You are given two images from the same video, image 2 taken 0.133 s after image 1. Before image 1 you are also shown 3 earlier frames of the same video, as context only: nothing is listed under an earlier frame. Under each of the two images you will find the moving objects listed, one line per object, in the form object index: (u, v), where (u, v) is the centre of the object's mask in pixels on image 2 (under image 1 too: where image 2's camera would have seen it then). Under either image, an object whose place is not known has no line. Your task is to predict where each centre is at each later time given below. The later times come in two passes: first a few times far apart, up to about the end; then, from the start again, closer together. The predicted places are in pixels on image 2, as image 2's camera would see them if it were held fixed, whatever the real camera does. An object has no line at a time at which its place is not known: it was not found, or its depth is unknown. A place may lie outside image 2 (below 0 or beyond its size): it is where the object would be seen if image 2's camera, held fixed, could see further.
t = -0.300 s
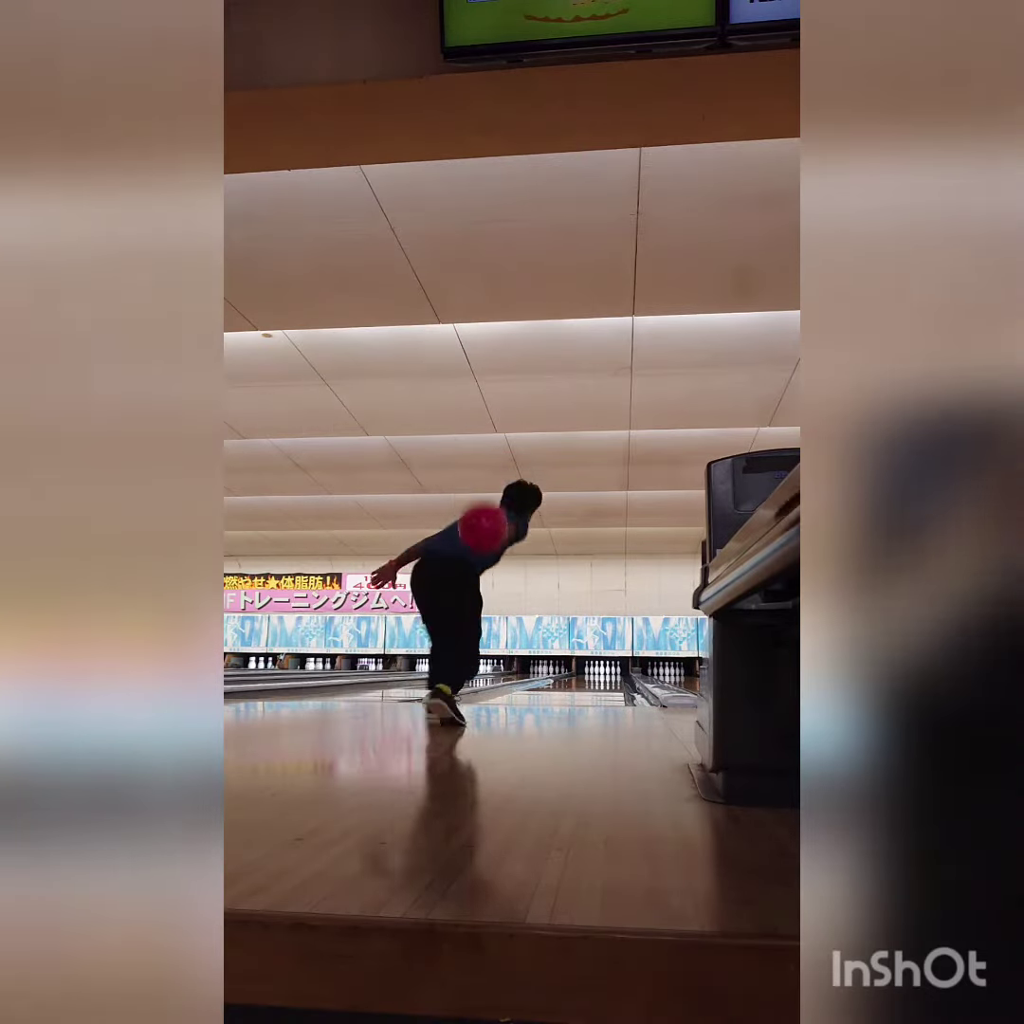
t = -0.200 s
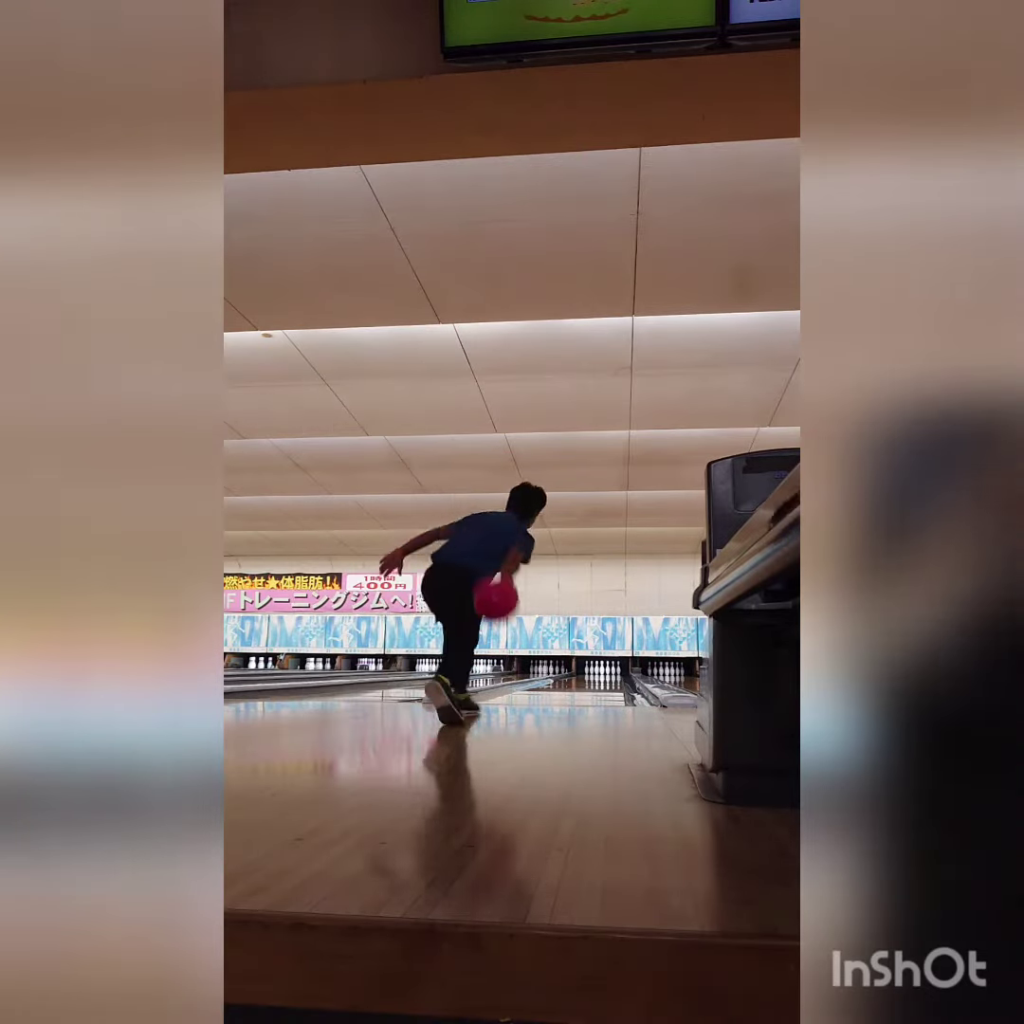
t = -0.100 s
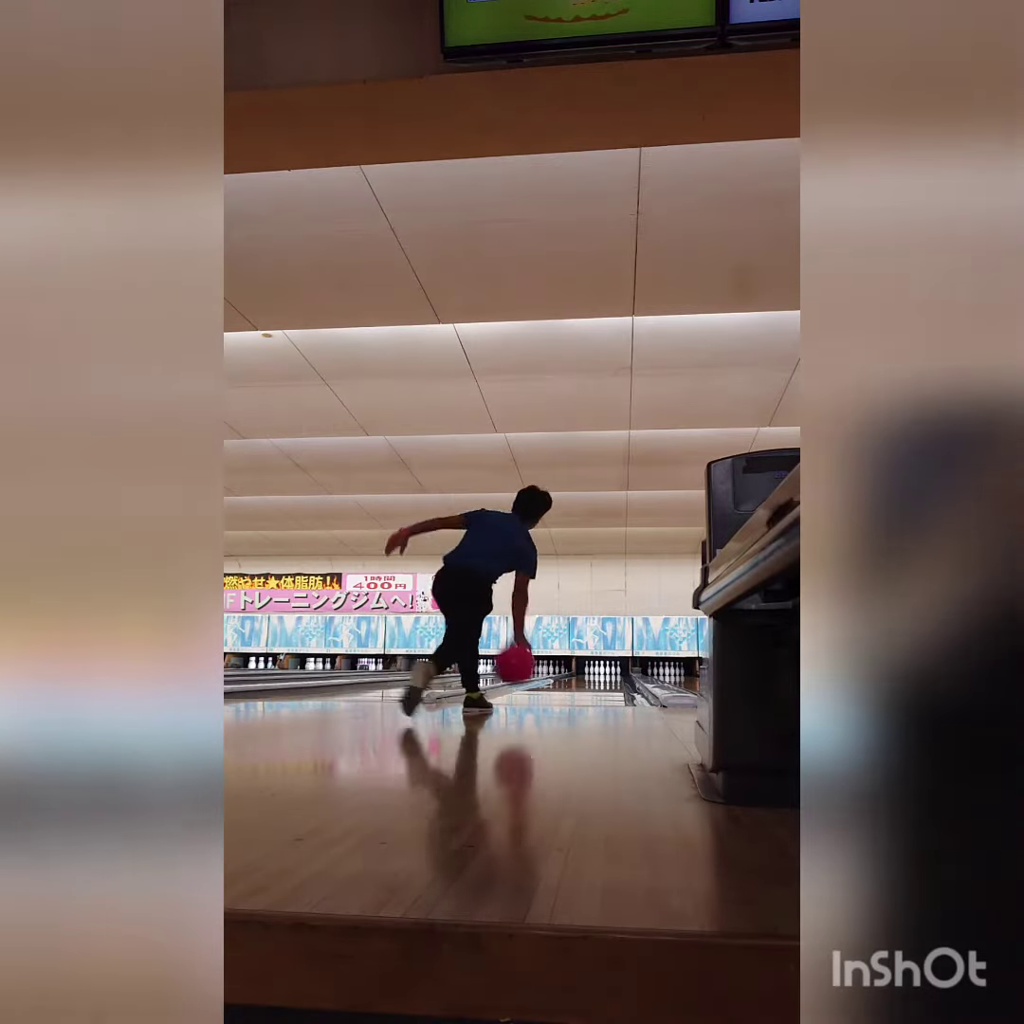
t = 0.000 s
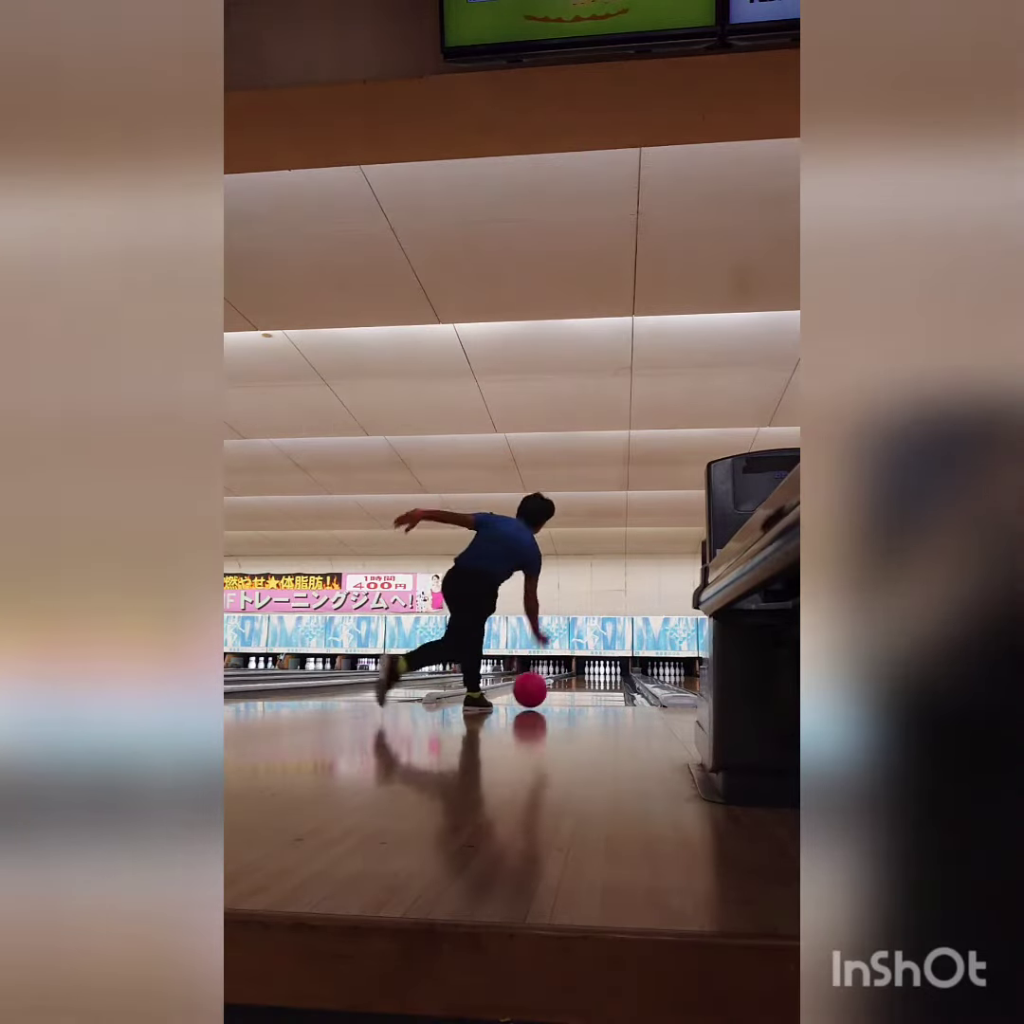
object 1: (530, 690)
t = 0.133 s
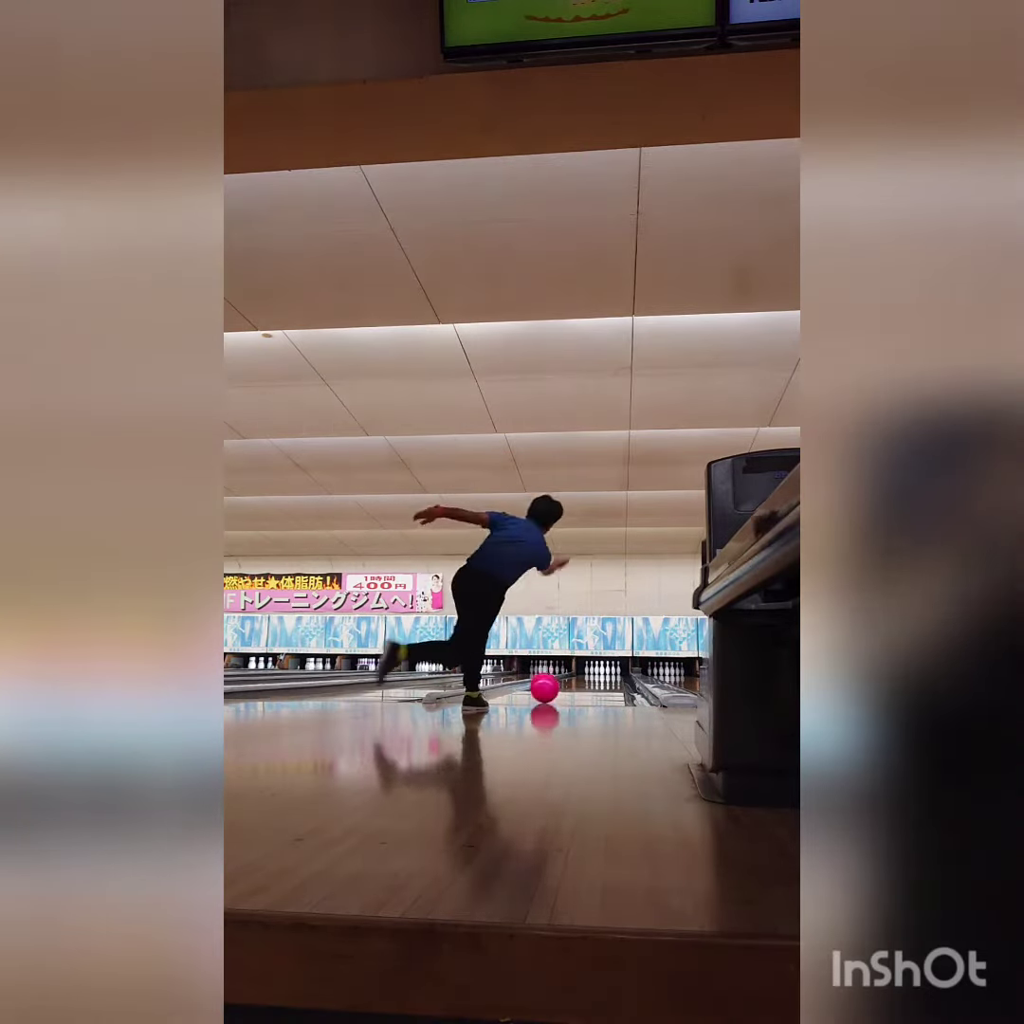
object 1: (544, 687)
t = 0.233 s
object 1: (552, 685)
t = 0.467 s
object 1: (562, 682)
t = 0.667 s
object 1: (574, 679)
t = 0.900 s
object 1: (581, 678)
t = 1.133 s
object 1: (587, 673)
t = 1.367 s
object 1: (589, 675)
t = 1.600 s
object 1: (592, 674)
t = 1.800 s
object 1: (593, 674)
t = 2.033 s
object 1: (595, 674)
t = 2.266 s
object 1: (597, 673)
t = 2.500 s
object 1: (598, 672)
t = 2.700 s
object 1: (597, 671)
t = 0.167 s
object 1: (547, 687)
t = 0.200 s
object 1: (550, 686)
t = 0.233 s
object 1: (552, 685)
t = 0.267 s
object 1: (555, 685)
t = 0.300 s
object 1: (557, 684)
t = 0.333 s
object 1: (559, 683)
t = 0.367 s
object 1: (561, 683)
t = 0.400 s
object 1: (563, 682)
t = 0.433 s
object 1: (570, 677)
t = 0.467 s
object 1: (562, 682)
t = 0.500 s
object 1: (566, 682)
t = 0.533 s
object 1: (568, 682)
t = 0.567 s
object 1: (570, 680)
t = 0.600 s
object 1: (572, 680)
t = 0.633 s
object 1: (573, 679)
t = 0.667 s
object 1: (574, 679)
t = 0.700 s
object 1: (575, 679)
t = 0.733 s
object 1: (576, 679)
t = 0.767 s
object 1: (577, 679)
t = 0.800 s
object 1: (578, 678)
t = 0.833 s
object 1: (579, 679)
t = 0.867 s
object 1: (580, 678)
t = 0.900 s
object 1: (581, 678)
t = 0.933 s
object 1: (581, 678)
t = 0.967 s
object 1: (582, 677)
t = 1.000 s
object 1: (582, 677)
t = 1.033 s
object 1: (583, 677)
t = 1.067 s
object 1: (583, 677)
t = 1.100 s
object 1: (584, 676)
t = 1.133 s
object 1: (587, 673)
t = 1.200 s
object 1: (584, 678)
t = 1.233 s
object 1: (585, 676)
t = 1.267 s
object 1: (586, 675)
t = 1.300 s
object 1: (587, 675)
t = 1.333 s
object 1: (588, 675)
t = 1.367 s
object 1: (589, 675)
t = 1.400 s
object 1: (589, 674)
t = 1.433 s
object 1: (590, 674)
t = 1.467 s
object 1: (590, 674)
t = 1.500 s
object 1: (591, 674)
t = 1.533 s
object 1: (591, 674)
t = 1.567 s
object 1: (591, 674)
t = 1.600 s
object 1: (592, 674)
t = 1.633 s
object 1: (592, 674)
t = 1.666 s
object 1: (592, 674)
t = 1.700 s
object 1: (592, 674)
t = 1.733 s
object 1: (592, 674)
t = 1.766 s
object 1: (592, 674)
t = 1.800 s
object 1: (593, 674)
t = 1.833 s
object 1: (593, 674)
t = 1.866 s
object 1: (593, 674)
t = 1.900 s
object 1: (594, 674)
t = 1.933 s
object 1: (594, 674)
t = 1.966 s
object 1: (594, 674)
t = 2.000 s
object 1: (595, 674)
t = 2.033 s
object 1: (595, 674)
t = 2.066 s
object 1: (595, 674)
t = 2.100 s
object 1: (596, 673)
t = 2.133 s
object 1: (596, 673)
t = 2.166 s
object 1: (596, 673)
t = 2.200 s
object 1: (597, 673)
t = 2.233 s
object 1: (597, 673)
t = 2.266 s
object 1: (597, 673)
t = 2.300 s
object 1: (597, 673)
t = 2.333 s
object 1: (597, 673)
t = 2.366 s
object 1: (597, 673)
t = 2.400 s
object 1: (597, 673)
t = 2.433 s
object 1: (598, 672)
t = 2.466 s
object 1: (598, 672)
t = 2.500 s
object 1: (598, 672)
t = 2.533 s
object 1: (598, 672)
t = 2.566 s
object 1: (598, 672)
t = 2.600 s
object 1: (598, 672)
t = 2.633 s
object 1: (598, 672)
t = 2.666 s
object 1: (597, 671)
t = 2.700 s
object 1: (597, 671)
